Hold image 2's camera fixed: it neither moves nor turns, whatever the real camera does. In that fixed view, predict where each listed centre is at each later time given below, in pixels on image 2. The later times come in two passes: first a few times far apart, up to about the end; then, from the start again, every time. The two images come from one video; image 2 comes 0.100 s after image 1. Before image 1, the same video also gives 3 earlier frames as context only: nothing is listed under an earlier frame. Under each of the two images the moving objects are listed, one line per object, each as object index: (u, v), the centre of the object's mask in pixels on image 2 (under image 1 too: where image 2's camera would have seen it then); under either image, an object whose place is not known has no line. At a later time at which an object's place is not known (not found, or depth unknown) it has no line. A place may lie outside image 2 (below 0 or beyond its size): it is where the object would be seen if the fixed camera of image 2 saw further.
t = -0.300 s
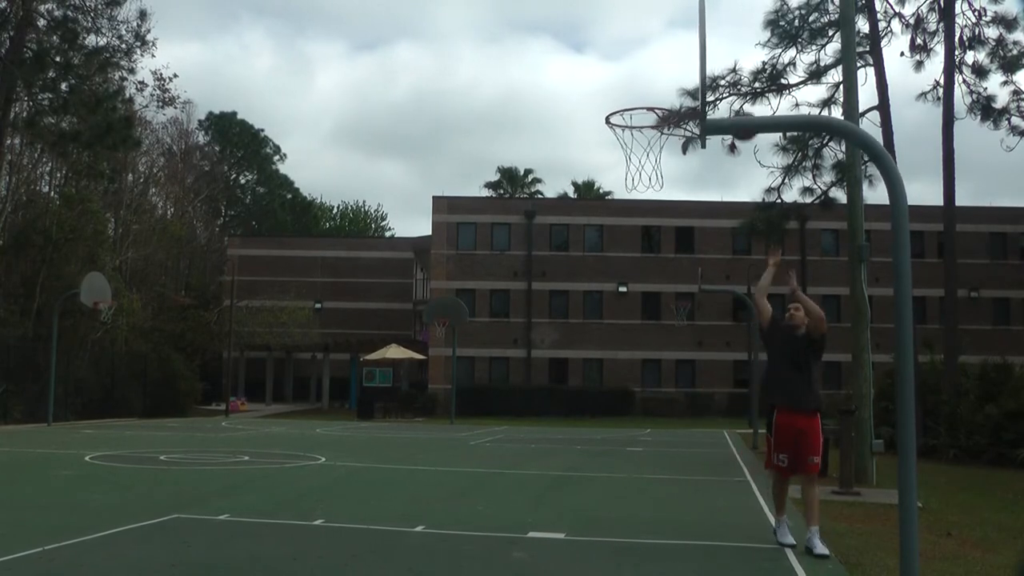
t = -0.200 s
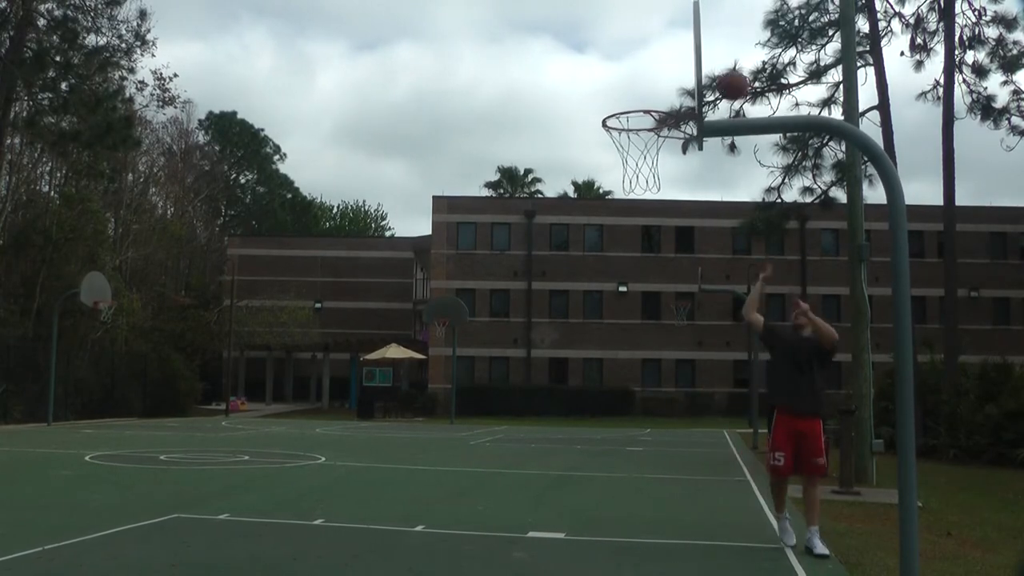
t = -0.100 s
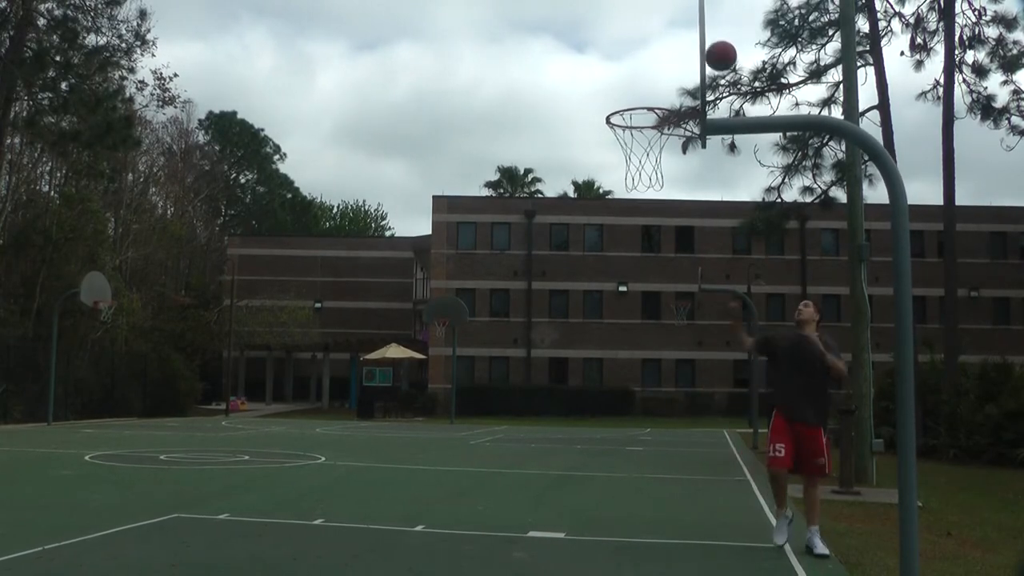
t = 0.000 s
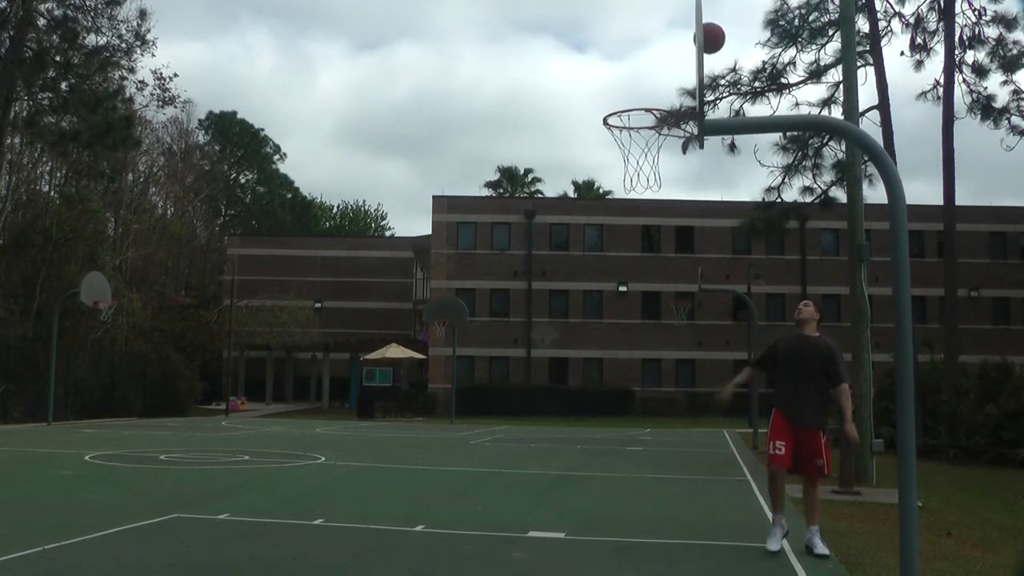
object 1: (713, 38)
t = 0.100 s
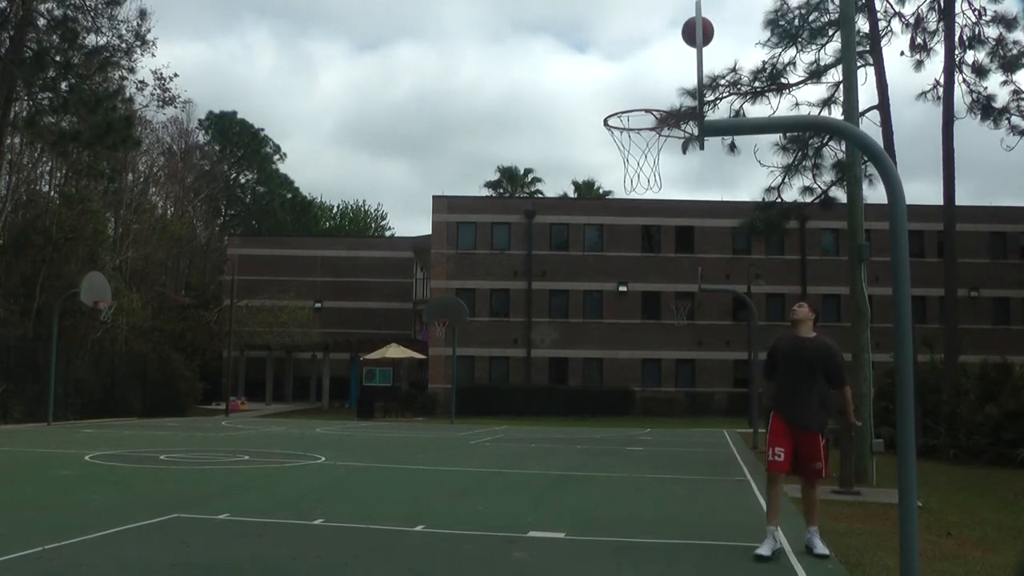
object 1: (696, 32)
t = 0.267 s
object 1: (675, 47)
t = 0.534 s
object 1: (619, 122)
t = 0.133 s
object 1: (692, 33)
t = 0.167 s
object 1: (687, 35)
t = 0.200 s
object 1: (685, 38)
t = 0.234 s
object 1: (682, 43)
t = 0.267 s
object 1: (675, 47)
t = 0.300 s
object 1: (669, 52)
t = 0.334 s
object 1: (662, 58)
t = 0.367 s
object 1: (655, 66)
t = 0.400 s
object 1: (648, 75)
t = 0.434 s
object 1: (642, 86)
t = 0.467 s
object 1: (635, 98)
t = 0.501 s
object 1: (628, 113)
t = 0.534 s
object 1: (619, 122)
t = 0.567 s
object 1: (608, 127)
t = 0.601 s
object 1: (598, 134)
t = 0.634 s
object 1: (588, 141)
